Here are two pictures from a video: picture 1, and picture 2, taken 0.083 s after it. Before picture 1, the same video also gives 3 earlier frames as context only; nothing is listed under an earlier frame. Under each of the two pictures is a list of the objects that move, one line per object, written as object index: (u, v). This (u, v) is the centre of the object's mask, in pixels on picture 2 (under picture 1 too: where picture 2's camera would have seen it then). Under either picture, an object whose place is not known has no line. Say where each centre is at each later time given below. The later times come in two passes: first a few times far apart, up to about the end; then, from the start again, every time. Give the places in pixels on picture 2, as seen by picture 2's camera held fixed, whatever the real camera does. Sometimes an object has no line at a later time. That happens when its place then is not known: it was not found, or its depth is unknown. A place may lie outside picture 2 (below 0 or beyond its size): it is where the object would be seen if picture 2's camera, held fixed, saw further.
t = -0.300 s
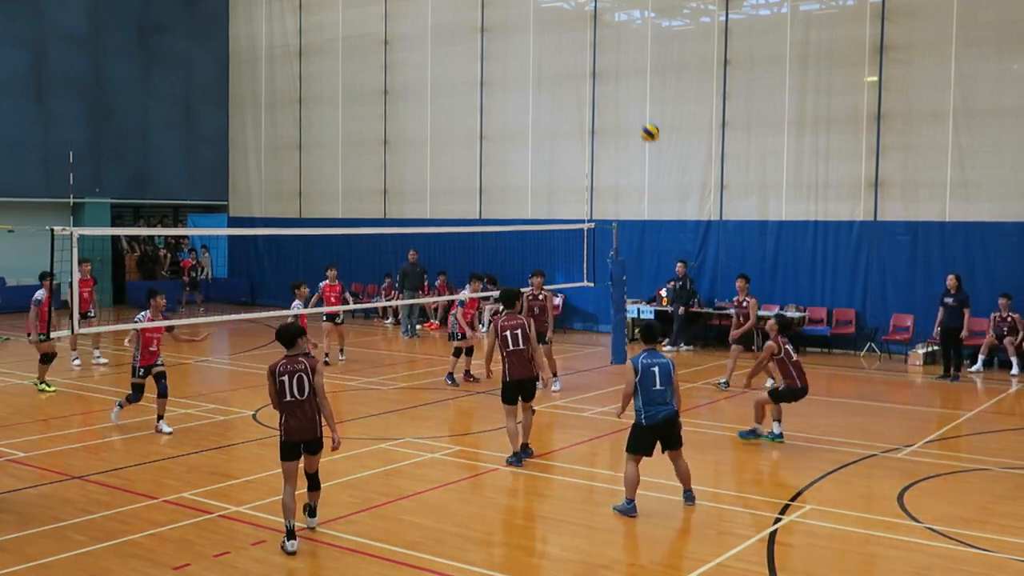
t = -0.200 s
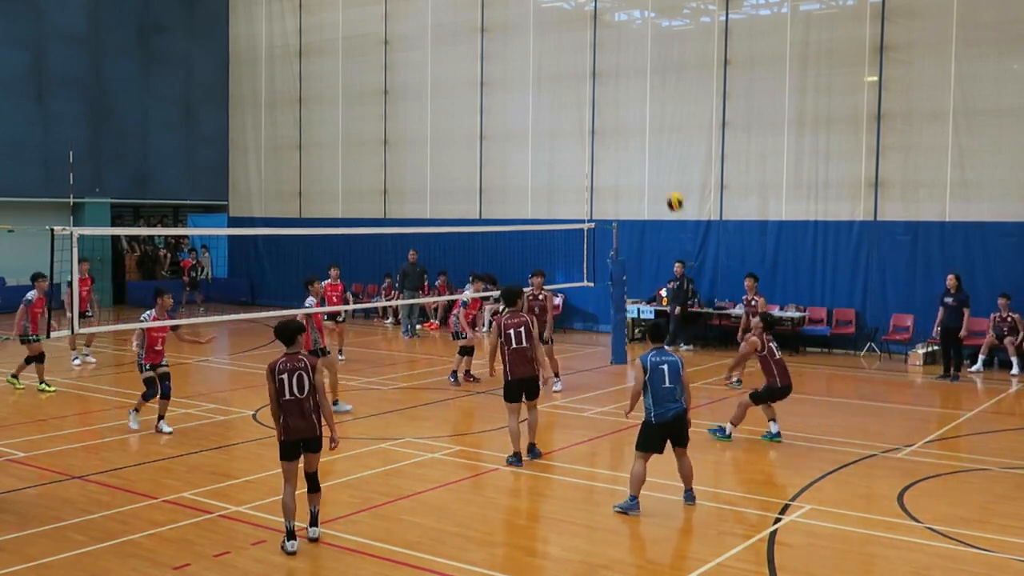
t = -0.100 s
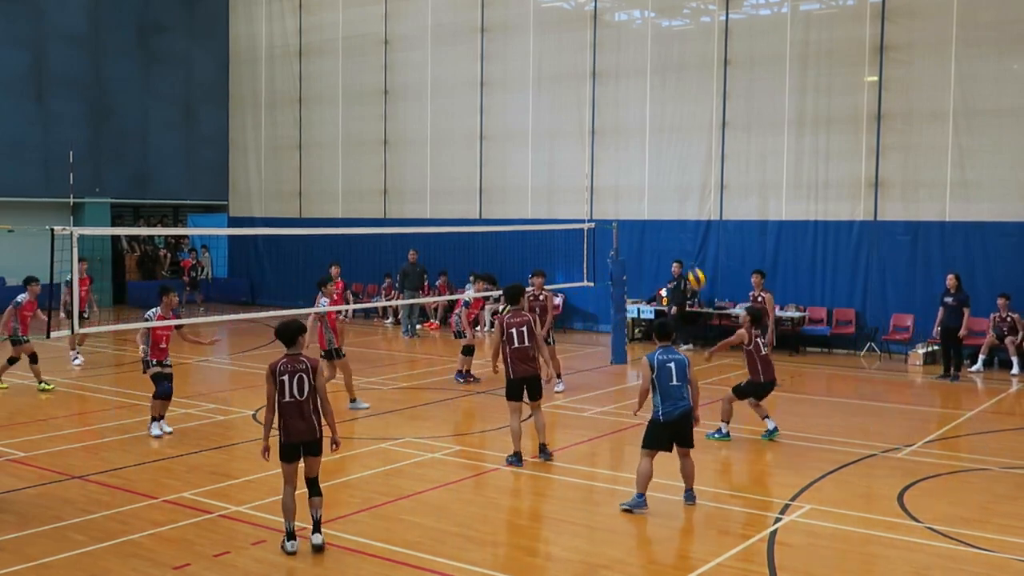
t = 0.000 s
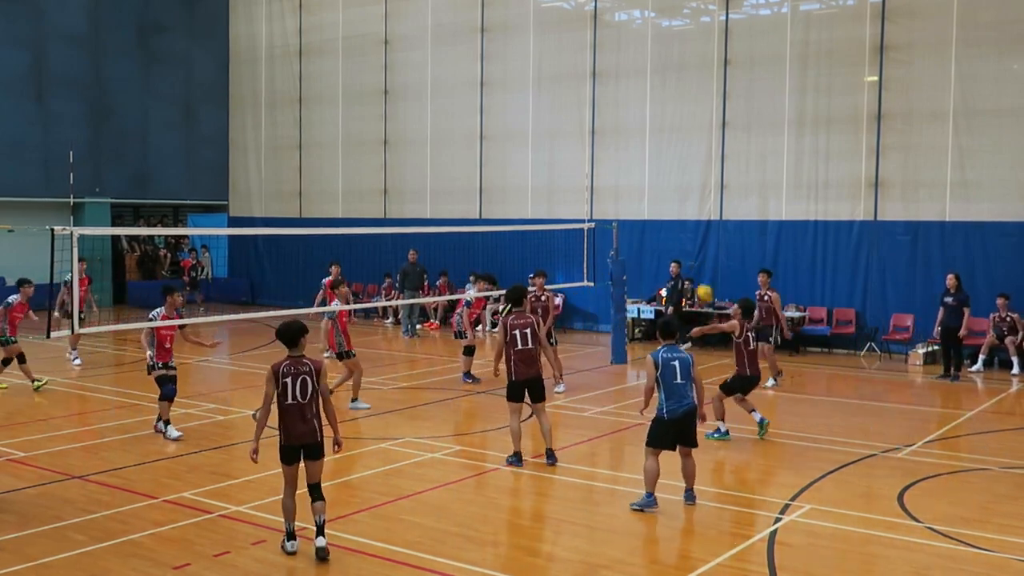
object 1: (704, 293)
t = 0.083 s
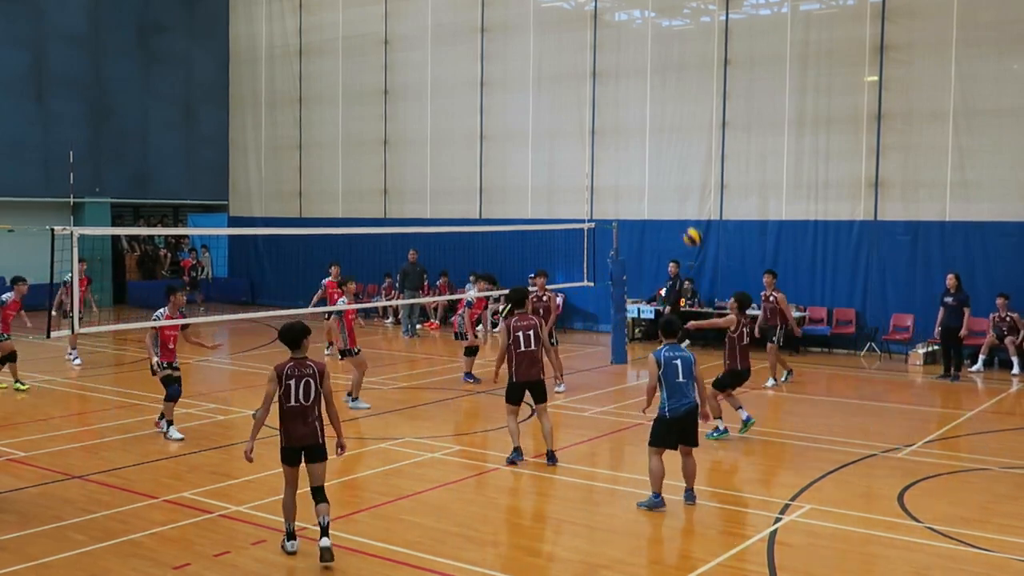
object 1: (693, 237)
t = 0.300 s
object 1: (665, 122)
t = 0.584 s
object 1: (634, 40)
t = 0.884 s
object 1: (605, 31)
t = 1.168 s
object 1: (580, 83)
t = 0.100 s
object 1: (690, 226)
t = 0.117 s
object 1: (688, 215)
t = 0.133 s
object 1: (686, 207)
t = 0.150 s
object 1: (684, 196)
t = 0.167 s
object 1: (681, 187)
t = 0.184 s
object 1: (679, 178)
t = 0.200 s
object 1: (678, 169)
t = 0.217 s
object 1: (675, 161)
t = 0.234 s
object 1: (673, 153)
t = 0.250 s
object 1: (671, 144)
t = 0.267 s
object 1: (670, 137)
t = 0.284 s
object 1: (667, 129)
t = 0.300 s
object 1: (665, 122)
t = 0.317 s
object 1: (663, 115)
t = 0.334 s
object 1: (662, 108)
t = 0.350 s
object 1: (660, 103)
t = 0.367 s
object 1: (657, 96)
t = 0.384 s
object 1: (656, 91)
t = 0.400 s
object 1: (653, 84)
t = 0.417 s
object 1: (651, 79)
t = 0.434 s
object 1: (650, 74)
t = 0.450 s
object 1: (648, 70)
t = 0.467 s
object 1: (646, 65)
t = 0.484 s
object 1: (645, 61)
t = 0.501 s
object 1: (643, 57)
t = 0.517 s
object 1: (641, 53)
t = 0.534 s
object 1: (640, 50)
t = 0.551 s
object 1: (638, 47)
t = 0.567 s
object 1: (636, 43)
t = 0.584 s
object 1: (634, 40)
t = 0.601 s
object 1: (633, 38)
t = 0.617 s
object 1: (631, 36)
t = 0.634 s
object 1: (629, 34)
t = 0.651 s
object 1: (627, 32)
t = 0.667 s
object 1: (626, 31)
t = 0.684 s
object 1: (624, 29)
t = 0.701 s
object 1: (622, 28)
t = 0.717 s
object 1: (621, 27)
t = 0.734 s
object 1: (619, 27)
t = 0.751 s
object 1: (618, 27)
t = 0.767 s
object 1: (616, 26)
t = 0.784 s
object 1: (614, 26)
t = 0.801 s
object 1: (613, 26)
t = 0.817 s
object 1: (612, 27)
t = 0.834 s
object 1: (610, 28)
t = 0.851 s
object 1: (609, 29)
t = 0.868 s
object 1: (607, 29)
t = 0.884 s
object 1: (605, 31)
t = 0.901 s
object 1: (604, 32)
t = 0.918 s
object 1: (602, 34)
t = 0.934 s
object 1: (601, 36)
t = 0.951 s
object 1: (599, 38)
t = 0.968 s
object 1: (597, 41)
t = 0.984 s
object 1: (596, 43)
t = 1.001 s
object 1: (594, 45)
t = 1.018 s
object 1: (593, 48)
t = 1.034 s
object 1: (591, 51)
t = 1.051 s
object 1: (590, 54)
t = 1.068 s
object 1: (587, 58)
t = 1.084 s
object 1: (587, 62)
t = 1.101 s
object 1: (586, 66)
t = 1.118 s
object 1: (585, 70)
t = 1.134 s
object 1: (583, 74)
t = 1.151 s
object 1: (581, 78)
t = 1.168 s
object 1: (580, 83)
